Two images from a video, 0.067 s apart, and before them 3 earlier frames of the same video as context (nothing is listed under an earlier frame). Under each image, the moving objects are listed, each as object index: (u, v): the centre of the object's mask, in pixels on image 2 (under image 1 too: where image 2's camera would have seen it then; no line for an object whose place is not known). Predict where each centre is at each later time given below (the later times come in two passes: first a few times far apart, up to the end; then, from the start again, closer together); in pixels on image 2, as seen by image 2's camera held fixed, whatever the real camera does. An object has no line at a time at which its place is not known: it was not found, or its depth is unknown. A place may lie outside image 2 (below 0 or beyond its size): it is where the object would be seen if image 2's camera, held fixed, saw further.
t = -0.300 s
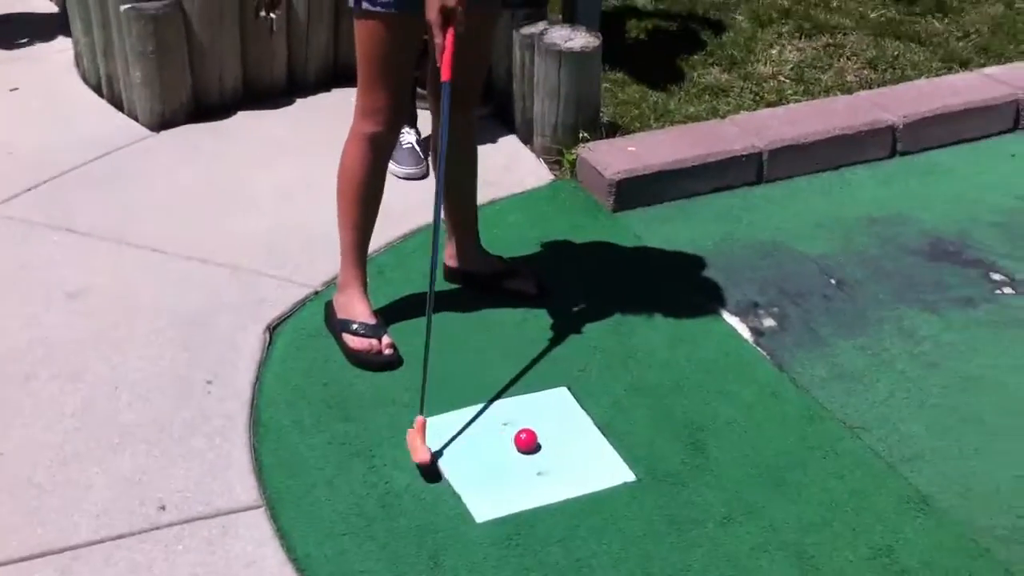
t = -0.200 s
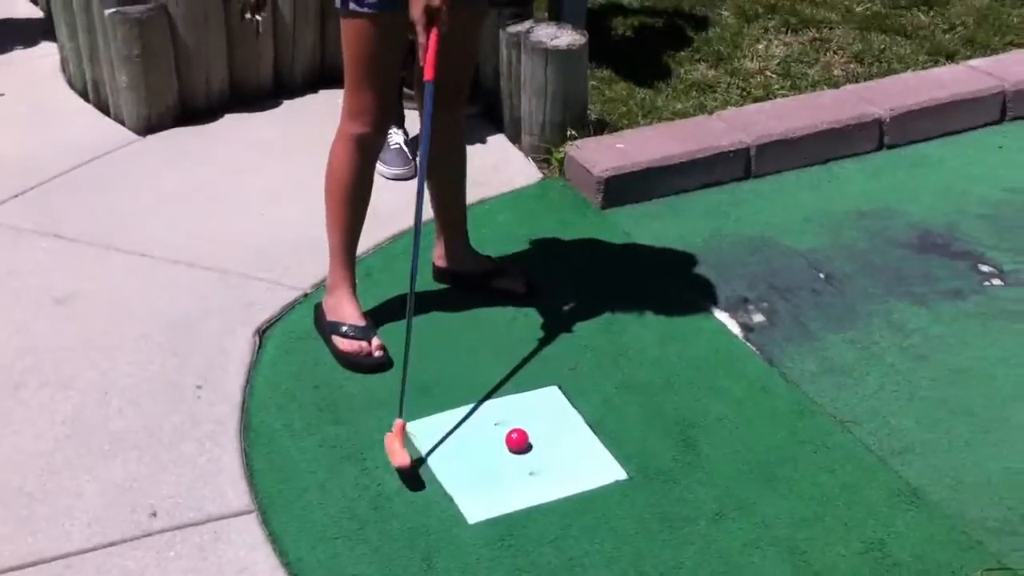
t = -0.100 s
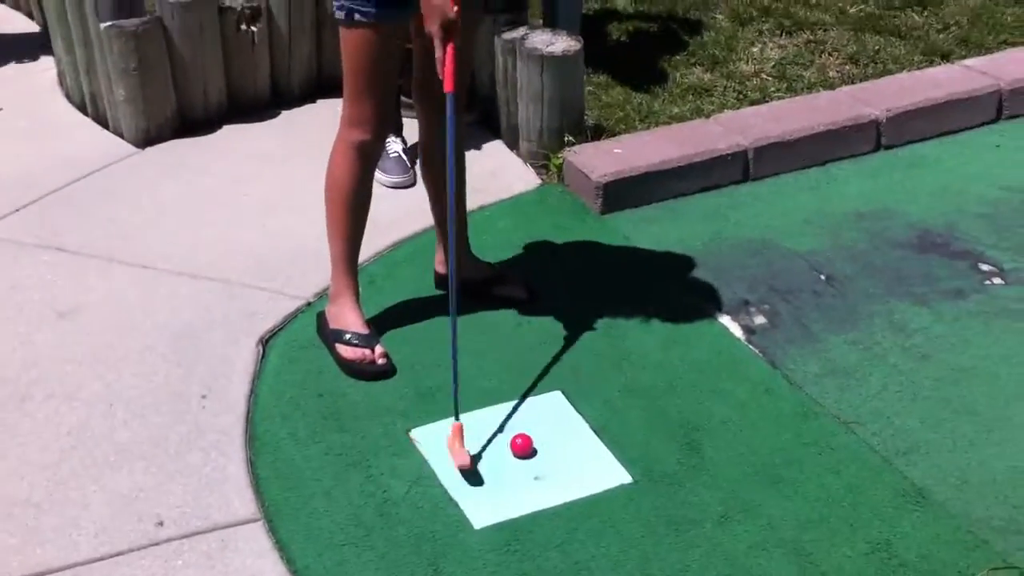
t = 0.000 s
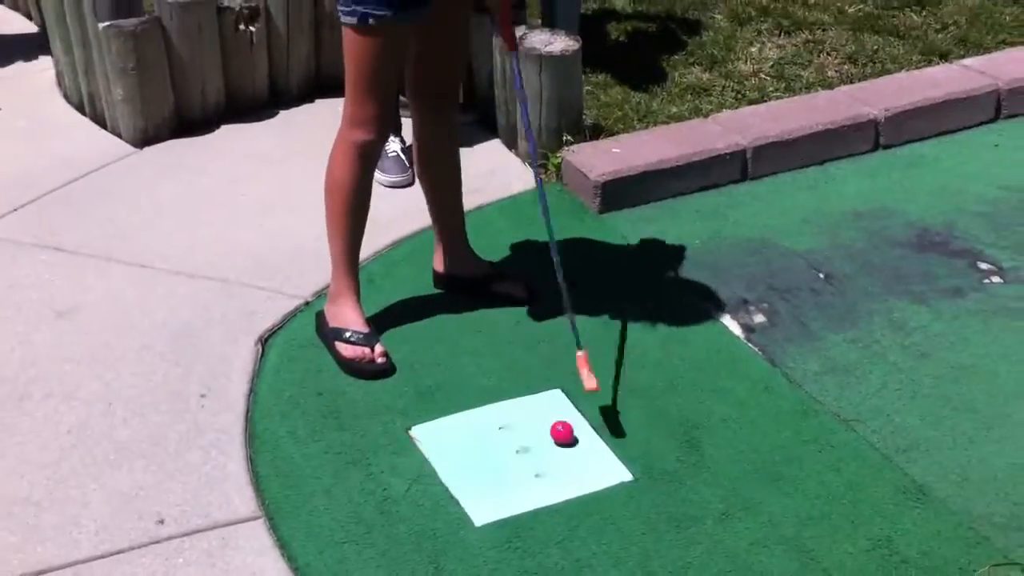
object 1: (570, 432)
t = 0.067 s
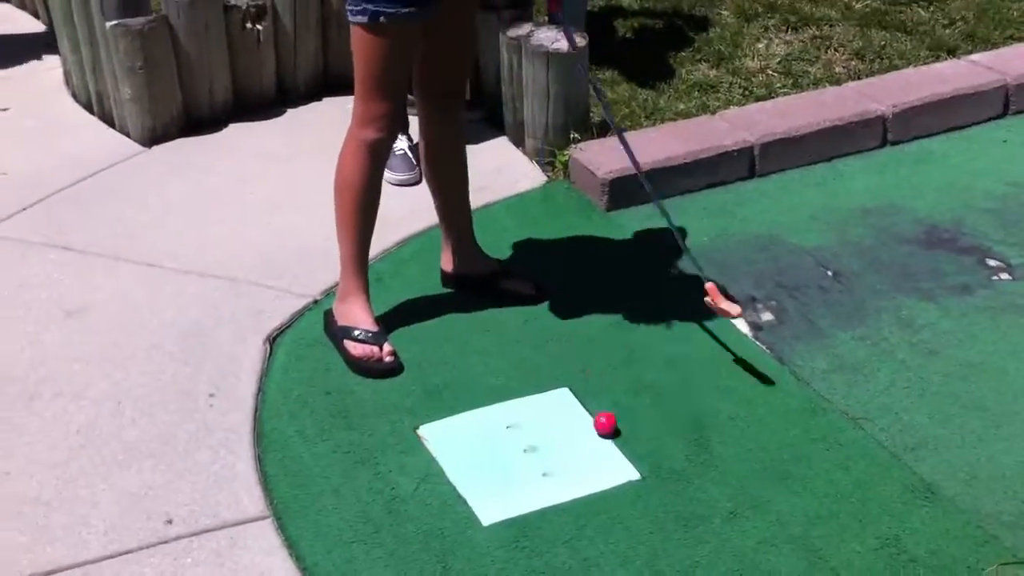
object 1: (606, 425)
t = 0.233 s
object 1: (689, 409)
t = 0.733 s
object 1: (894, 370)
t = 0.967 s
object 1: (966, 353)
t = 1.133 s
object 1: (1007, 344)
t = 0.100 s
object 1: (623, 421)
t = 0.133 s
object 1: (639, 417)
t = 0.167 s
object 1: (657, 415)
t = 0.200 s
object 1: (673, 412)
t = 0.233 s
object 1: (689, 409)
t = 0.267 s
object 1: (704, 406)
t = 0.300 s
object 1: (720, 404)
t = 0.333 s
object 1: (735, 401)
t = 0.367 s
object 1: (750, 398)
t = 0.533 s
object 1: (819, 385)
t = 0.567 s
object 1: (832, 383)
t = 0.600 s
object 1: (846, 381)
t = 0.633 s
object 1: (858, 379)
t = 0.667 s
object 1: (870, 376)
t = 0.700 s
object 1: (882, 373)
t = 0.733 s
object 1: (894, 370)
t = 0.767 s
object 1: (905, 368)
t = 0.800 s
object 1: (916, 365)
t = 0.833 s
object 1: (927, 362)
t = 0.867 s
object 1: (938, 359)
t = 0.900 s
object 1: (948, 357)
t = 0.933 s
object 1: (958, 355)
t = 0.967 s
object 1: (966, 353)
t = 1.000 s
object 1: (975, 351)
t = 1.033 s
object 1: (984, 350)
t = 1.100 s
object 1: (998, 345)
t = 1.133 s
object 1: (1007, 344)
